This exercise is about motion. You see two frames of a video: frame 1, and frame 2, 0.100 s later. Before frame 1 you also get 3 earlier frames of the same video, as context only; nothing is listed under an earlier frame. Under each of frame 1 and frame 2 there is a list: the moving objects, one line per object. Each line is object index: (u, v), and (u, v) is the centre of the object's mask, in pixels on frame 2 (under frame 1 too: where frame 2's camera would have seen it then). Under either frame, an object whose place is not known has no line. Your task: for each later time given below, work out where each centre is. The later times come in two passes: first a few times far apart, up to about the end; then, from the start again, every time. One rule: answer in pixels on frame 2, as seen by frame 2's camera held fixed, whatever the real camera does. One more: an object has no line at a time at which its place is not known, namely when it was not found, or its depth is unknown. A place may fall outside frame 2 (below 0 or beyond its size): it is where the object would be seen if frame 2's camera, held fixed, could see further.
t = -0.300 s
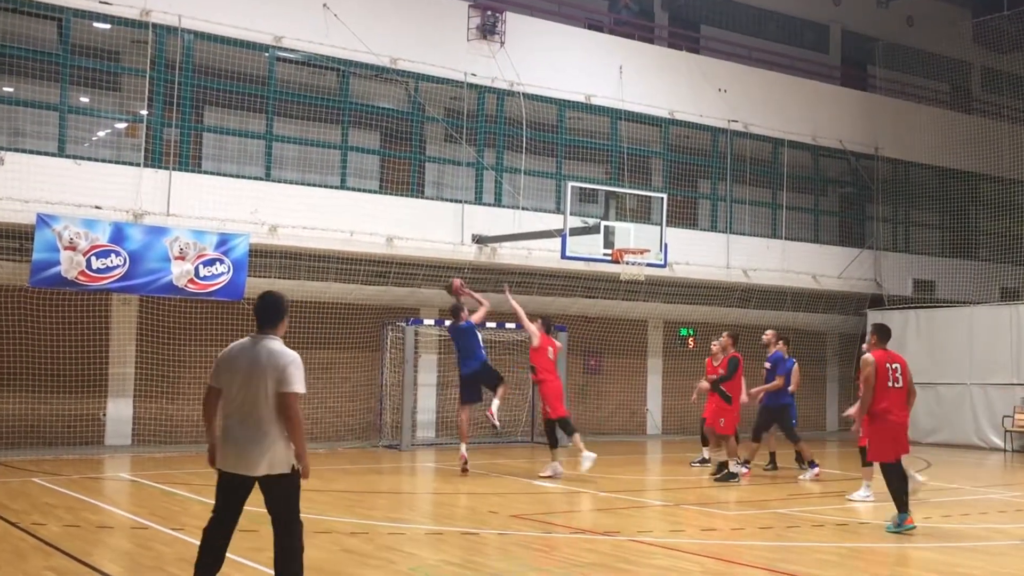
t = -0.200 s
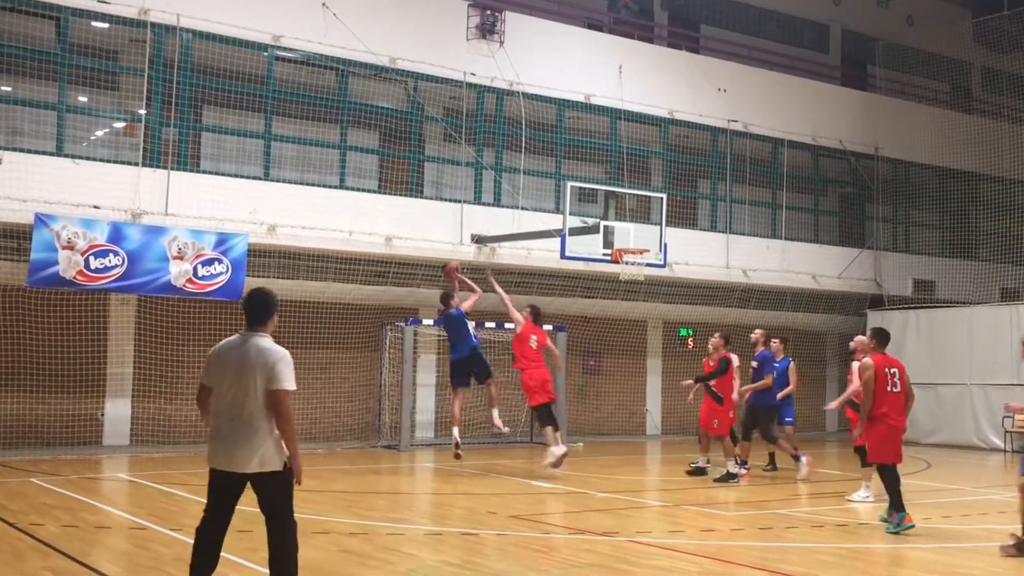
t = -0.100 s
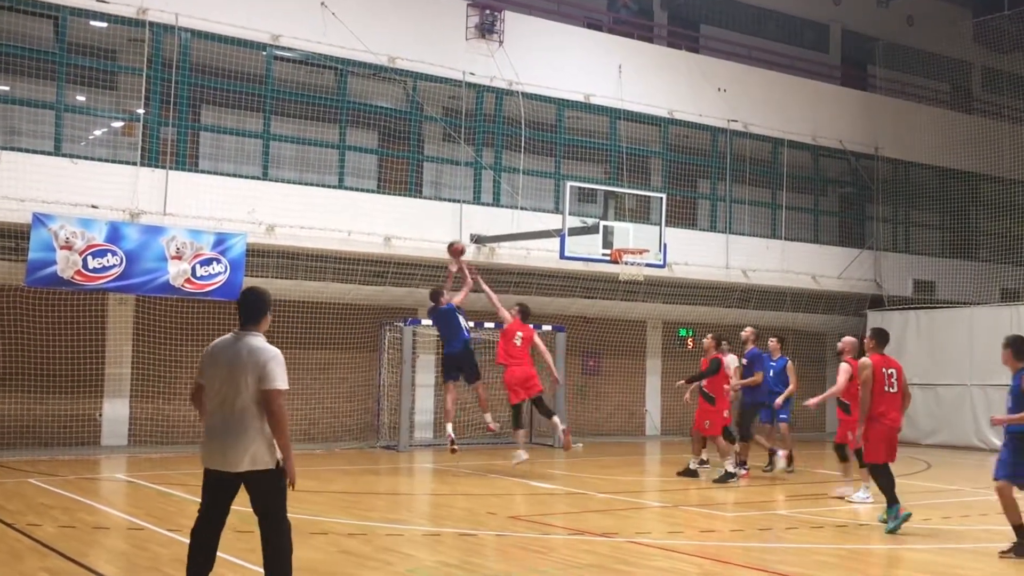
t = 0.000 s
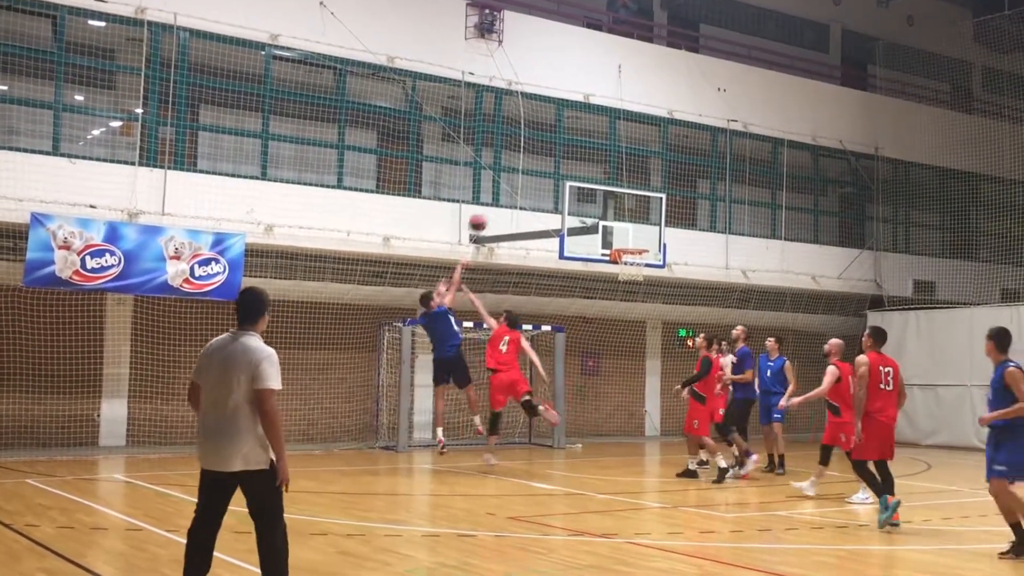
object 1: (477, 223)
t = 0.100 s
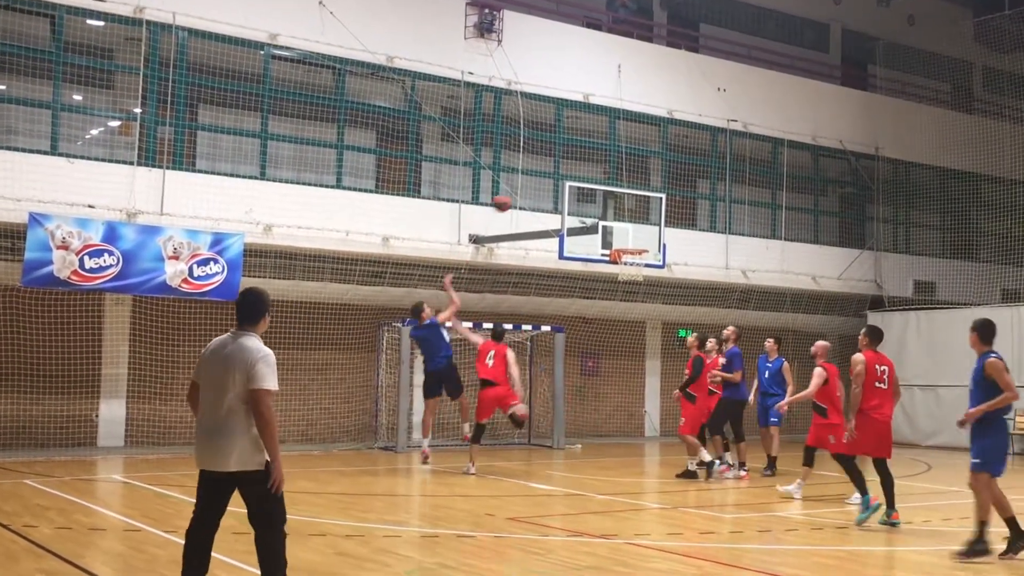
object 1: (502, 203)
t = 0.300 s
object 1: (548, 185)
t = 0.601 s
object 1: (614, 213)
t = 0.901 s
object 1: (623, 263)
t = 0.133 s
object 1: (510, 197)
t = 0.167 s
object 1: (518, 194)
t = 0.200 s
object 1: (525, 191)
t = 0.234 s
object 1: (533, 189)
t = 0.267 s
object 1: (541, 187)
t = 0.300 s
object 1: (548, 185)
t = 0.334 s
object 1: (556, 186)
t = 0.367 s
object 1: (564, 187)
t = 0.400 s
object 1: (571, 188)
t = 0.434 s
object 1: (580, 191)
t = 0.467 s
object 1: (585, 194)
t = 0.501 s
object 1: (593, 196)
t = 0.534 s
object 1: (598, 202)
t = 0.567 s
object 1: (606, 206)
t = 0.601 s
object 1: (614, 213)
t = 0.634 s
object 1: (619, 220)
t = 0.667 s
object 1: (626, 228)
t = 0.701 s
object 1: (633, 236)
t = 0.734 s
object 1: (640, 244)
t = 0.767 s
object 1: (637, 250)
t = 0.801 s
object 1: (630, 252)
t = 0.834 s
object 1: (626, 257)
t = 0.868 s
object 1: (623, 260)
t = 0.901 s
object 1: (623, 263)
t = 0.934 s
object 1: (624, 266)
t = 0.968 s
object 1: (625, 270)
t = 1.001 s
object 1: (626, 274)
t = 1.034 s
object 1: (627, 281)
